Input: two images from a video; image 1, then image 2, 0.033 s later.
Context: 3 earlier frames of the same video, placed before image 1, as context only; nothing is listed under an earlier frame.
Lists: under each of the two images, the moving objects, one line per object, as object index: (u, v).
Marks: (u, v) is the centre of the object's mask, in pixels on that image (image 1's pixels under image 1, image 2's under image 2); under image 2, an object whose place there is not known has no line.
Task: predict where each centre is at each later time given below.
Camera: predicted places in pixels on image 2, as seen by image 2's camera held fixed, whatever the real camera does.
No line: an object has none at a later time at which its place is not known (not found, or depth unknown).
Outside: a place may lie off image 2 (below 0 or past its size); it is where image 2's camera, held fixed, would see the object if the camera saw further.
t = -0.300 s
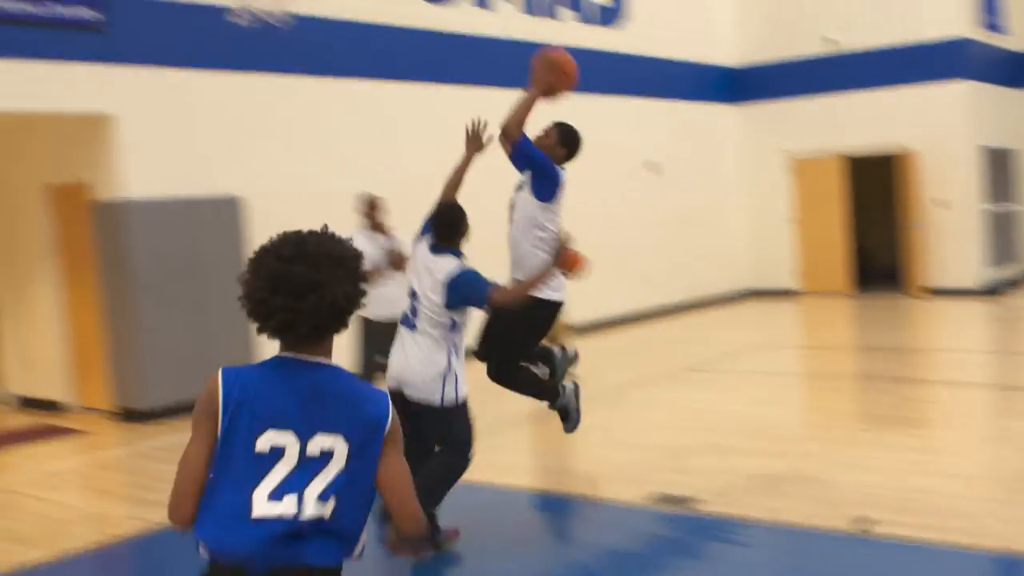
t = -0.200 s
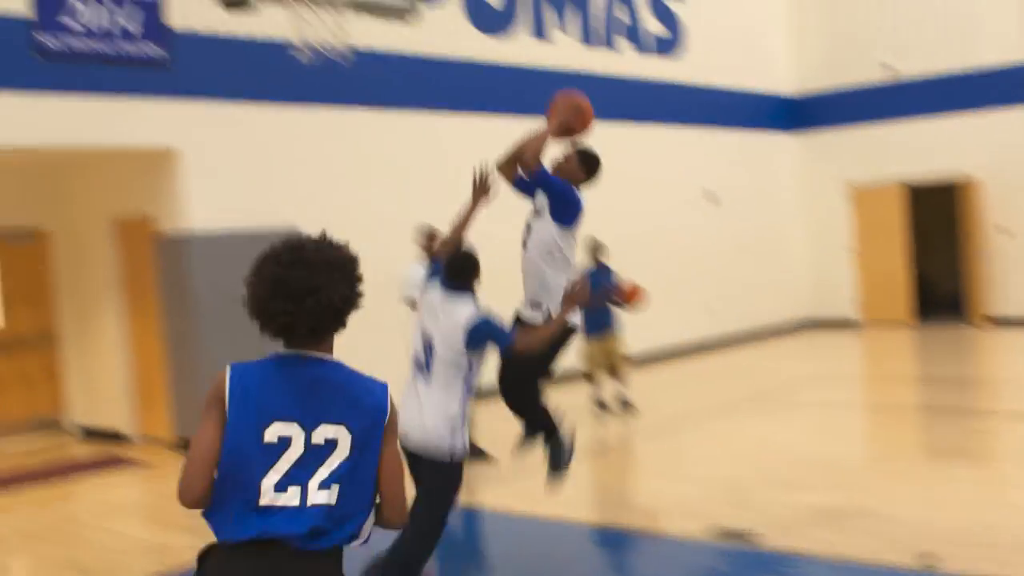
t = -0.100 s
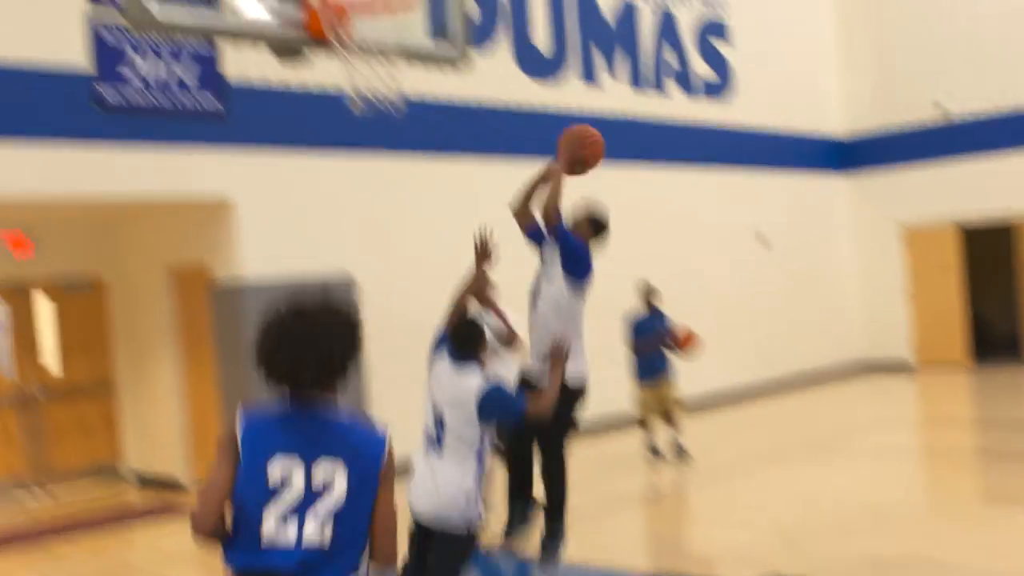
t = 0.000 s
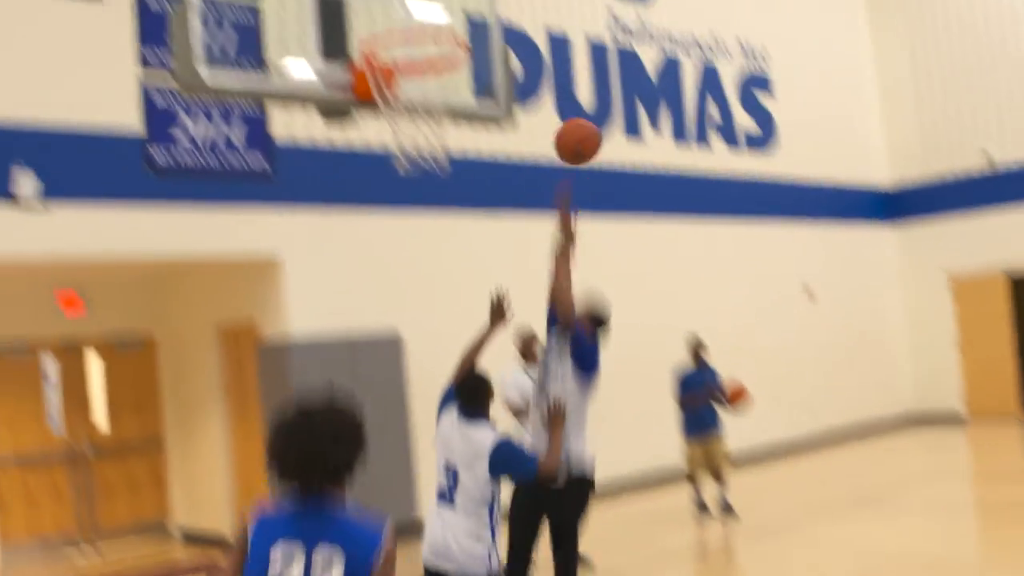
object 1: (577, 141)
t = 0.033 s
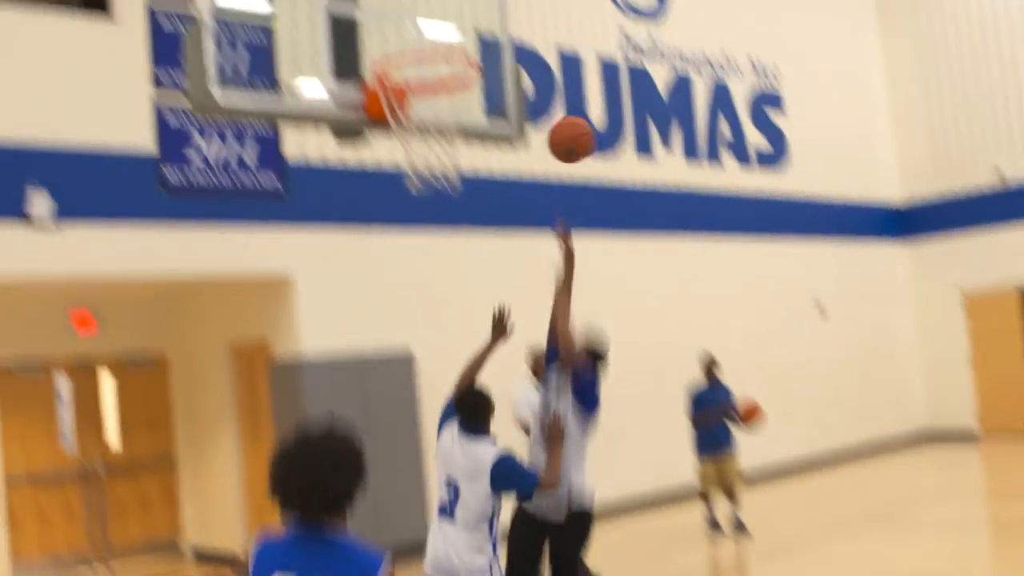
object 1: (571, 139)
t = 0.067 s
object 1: (551, 119)
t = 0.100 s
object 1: (533, 103)
